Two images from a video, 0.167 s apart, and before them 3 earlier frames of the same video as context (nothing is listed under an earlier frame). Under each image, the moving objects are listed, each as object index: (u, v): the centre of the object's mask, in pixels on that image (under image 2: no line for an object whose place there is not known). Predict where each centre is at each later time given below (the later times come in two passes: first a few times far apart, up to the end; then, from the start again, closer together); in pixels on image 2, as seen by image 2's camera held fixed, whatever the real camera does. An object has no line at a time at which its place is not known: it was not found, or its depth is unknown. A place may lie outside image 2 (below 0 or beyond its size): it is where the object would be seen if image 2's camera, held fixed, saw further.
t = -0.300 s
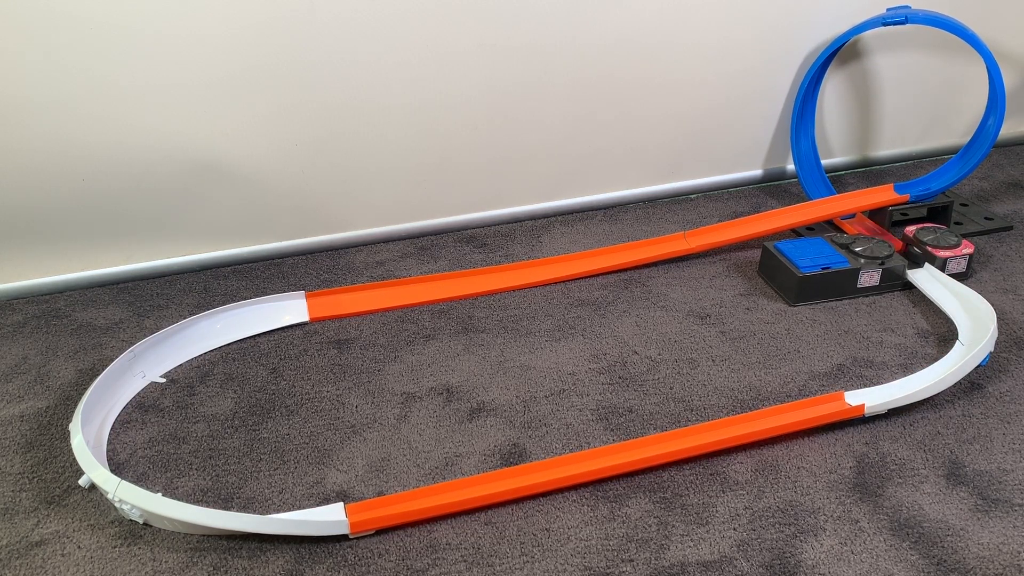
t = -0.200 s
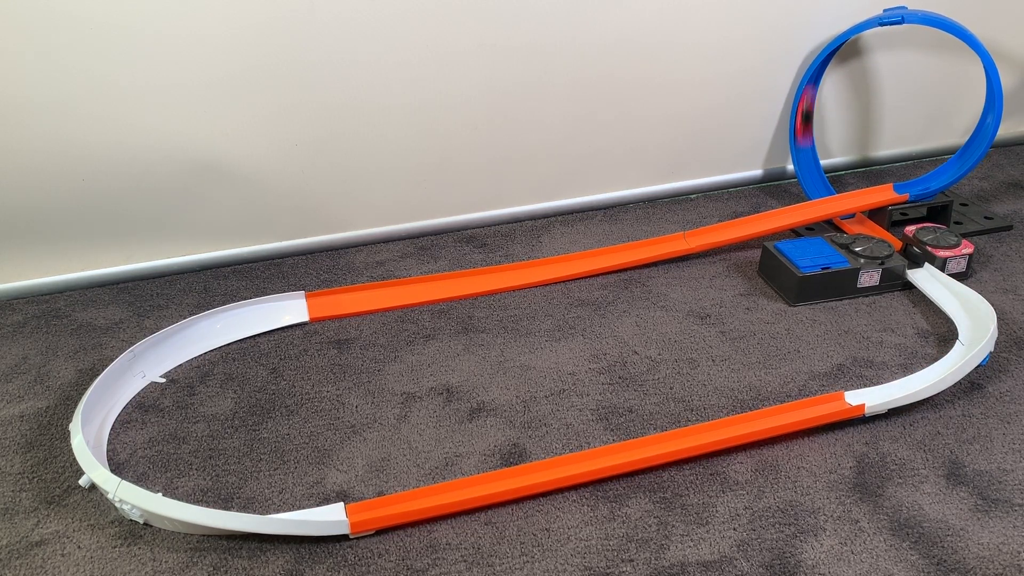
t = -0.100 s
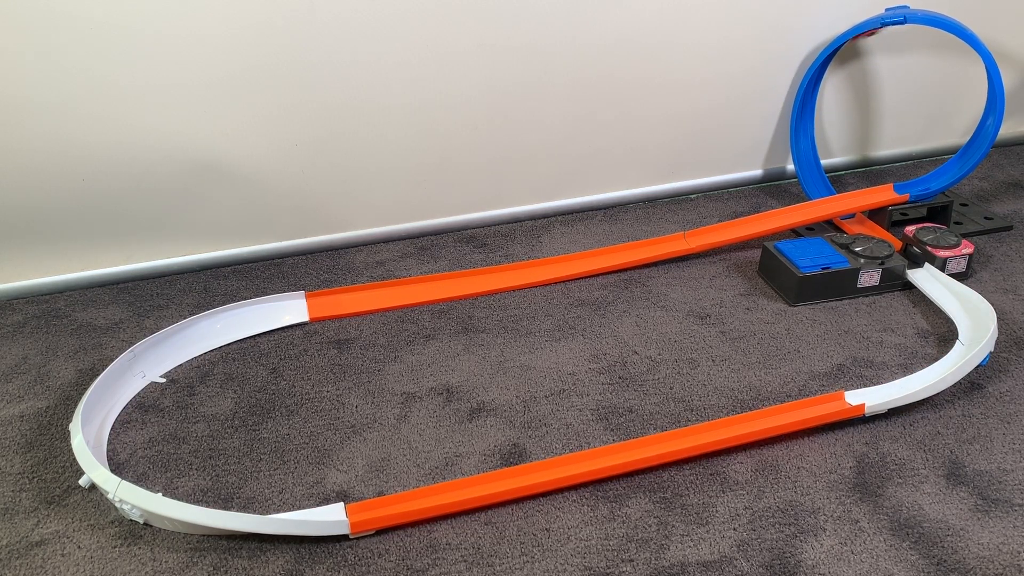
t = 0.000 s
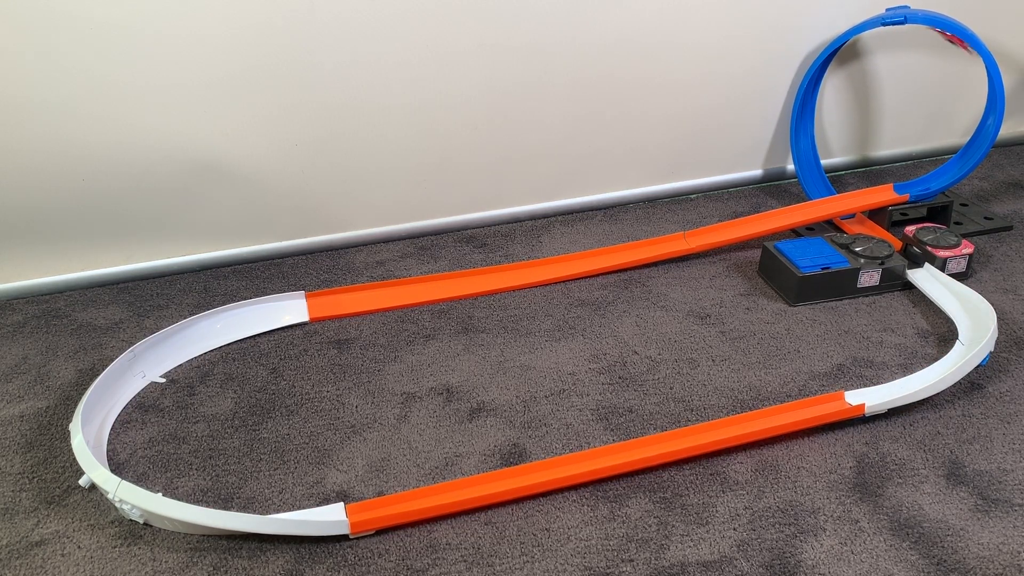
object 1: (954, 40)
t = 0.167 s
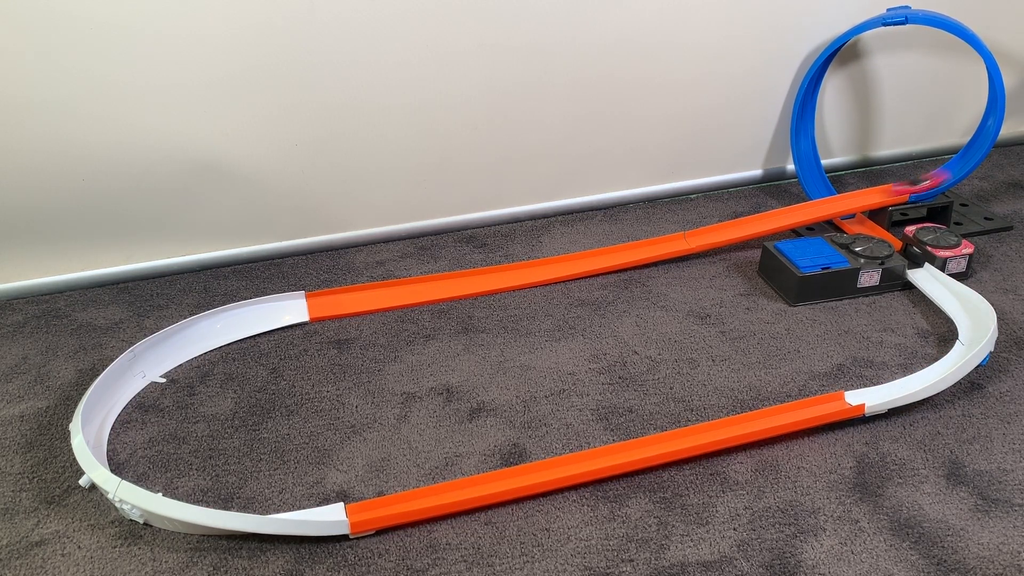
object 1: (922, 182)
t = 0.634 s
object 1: (279, 310)
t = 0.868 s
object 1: (99, 452)
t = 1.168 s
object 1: (377, 504)
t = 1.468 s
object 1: (615, 451)
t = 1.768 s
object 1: (783, 412)
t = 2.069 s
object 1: (886, 389)
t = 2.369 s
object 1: (922, 375)
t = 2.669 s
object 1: (905, 382)
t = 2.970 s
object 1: (874, 392)
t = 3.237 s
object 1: (863, 394)
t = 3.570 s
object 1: (864, 394)
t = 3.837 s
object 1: (864, 394)
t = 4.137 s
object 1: (863, 394)
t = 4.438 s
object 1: (863, 394)
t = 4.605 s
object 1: (863, 394)
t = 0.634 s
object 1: (279, 310)
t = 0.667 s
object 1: (227, 324)
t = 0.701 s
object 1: (184, 340)
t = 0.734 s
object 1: (147, 364)
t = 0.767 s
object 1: (116, 388)
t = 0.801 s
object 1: (98, 415)
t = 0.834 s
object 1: (95, 435)
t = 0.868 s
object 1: (99, 452)
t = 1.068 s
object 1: (282, 513)
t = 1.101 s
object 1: (313, 512)
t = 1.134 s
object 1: (347, 509)
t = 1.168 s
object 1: (377, 504)
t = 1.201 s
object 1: (408, 498)
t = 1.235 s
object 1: (438, 491)
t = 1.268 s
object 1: (467, 485)
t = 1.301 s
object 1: (494, 479)
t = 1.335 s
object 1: (520, 473)
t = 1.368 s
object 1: (545, 467)
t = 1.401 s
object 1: (570, 462)
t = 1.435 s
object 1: (593, 456)
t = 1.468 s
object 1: (615, 451)
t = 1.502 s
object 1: (638, 446)
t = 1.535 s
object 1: (659, 441)
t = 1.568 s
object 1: (680, 436)
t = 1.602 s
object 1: (698, 432)
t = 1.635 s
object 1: (717, 427)
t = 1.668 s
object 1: (734, 424)
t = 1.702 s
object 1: (751, 420)
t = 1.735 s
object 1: (767, 416)
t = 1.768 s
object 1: (783, 412)
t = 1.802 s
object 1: (796, 409)
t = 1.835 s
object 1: (810, 406)
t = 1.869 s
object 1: (822, 403)
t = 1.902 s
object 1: (834, 401)
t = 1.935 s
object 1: (846, 398)
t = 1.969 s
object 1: (857, 395)
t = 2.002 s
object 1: (867, 393)
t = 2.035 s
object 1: (877, 391)
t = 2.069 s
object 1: (886, 389)
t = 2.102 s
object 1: (894, 386)
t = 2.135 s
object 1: (902, 383)
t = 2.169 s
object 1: (907, 381)
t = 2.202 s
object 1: (913, 379)
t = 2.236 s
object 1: (917, 377)
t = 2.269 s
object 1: (920, 376)
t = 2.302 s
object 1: (922, 375)
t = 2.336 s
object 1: (923, 374)
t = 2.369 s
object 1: (922, 375)
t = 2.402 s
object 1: (922, 375)
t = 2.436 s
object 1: (921, 375)
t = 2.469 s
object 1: (920, 376)
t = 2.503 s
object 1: (918, 377)
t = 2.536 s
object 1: (916, 378)
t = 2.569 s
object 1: (913, 379)
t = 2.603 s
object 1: (911, 380)
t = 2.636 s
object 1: (908, 381)
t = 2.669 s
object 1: (905, 382)
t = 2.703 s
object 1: (902, 384)
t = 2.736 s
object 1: (898, 385)
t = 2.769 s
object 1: (894, 386)
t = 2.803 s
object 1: (891, 388)
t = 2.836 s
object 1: (888, 389)
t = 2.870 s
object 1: (884, 390)
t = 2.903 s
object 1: (880, 391)
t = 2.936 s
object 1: (877, 392)
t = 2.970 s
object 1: (874, 392)
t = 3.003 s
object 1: (871, 393)
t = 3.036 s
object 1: (868, 393)
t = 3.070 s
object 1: (866, 394)
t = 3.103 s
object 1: (865, 394)
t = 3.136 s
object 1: (864, 394)
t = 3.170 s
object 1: (864, 394)
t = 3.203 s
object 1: (864, 395)
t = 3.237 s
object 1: (863, 394)
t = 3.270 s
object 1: (864, 394)
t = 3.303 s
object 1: (864, 394)
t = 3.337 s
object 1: (864, 394)
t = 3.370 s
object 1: (864, 394)
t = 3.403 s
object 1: (864, 394)
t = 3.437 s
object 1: (864, 394)
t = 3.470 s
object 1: (863, 394)
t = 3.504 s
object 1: (864, 394)
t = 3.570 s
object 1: (864, 394)
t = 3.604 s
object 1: (863, 394)
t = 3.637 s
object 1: (863, 394)
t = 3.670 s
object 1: (864, 394)
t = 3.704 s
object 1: (864, 394)
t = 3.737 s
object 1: (864, 394)
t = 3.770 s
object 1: (864, 394)
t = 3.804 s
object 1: (864, 394)
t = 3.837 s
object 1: (864, 394)
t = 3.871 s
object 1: (863, 394)
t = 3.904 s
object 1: (864, 394)
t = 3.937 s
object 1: (864, 394)
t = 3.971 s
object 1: (863, 394)
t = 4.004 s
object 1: (863, 394)
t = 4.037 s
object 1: (863, 394)
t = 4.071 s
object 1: (863, 394)
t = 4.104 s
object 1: (863, 394)
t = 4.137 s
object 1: (863, 394)
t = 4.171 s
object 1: (863, 394)
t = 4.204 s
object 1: (863, 394)
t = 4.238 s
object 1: (863, 394)
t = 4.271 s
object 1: (863, 394)
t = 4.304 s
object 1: (863, 394)
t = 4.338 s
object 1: (863, 394)
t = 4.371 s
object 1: (863, 394)
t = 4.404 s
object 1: (863, 394)
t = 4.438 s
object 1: (863, 394)
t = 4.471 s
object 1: (863, 394)
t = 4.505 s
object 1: (863, 394)
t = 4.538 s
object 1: (863, 394)
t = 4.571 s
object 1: (863, 394)
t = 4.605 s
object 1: (863, 394)
